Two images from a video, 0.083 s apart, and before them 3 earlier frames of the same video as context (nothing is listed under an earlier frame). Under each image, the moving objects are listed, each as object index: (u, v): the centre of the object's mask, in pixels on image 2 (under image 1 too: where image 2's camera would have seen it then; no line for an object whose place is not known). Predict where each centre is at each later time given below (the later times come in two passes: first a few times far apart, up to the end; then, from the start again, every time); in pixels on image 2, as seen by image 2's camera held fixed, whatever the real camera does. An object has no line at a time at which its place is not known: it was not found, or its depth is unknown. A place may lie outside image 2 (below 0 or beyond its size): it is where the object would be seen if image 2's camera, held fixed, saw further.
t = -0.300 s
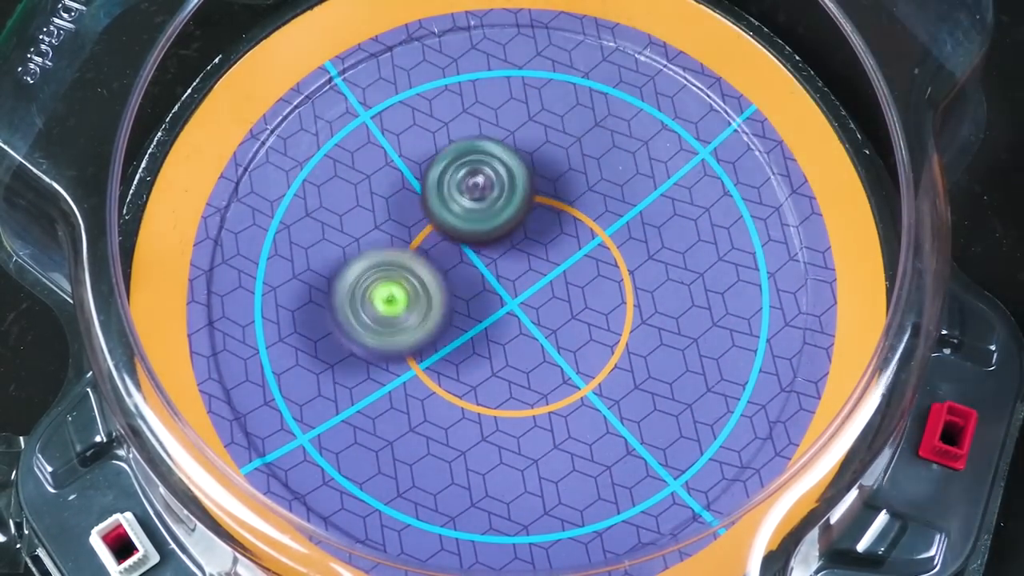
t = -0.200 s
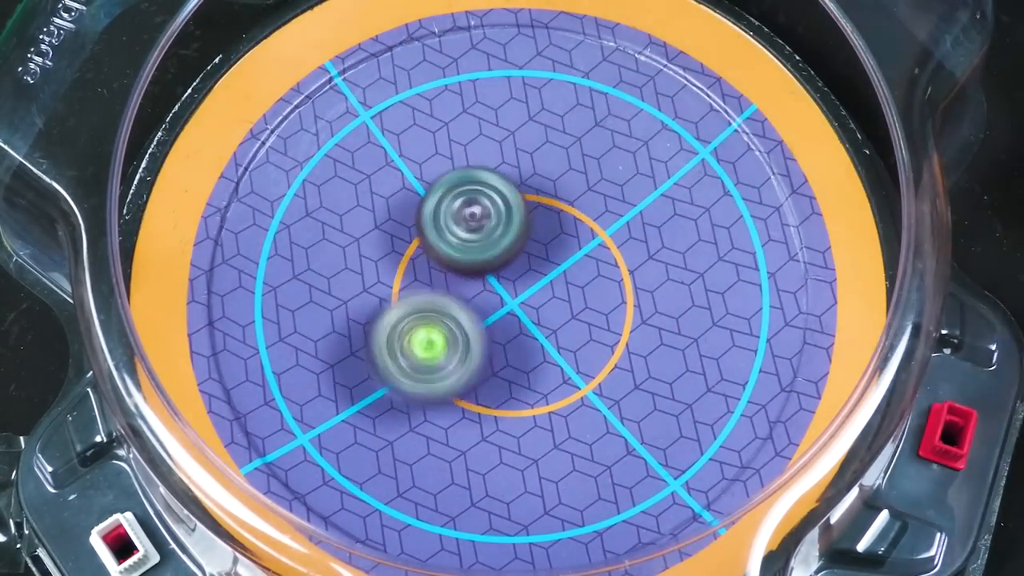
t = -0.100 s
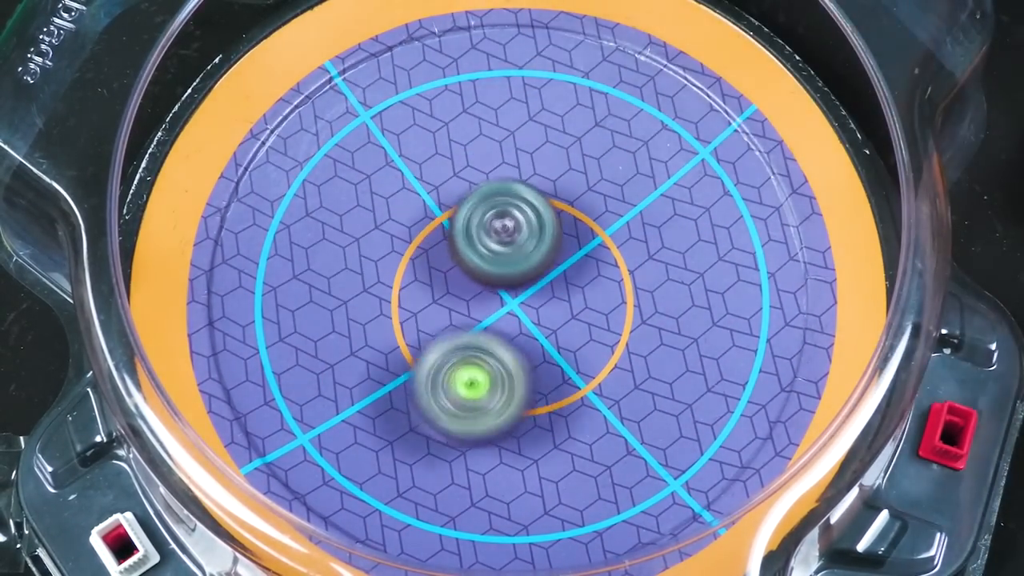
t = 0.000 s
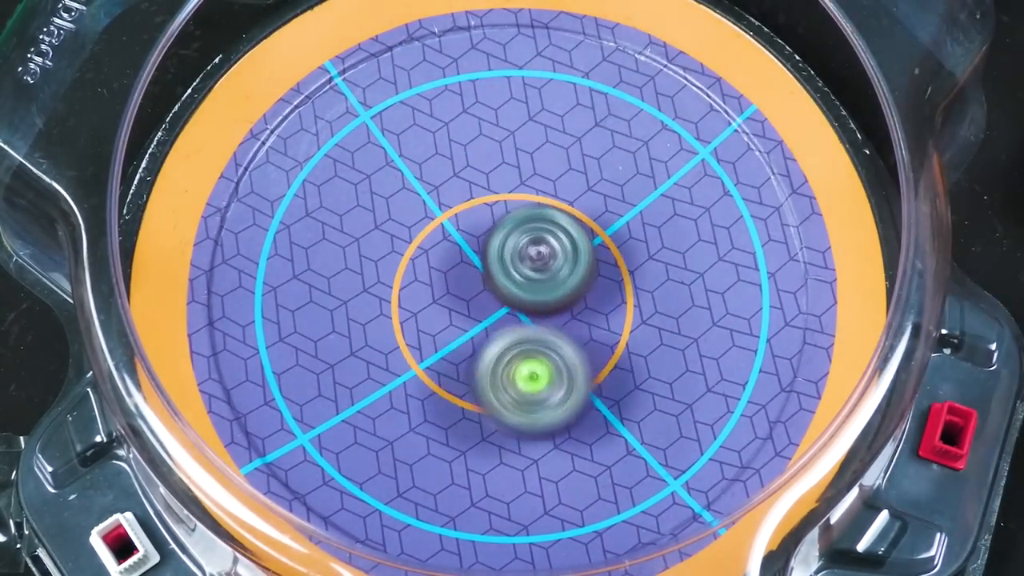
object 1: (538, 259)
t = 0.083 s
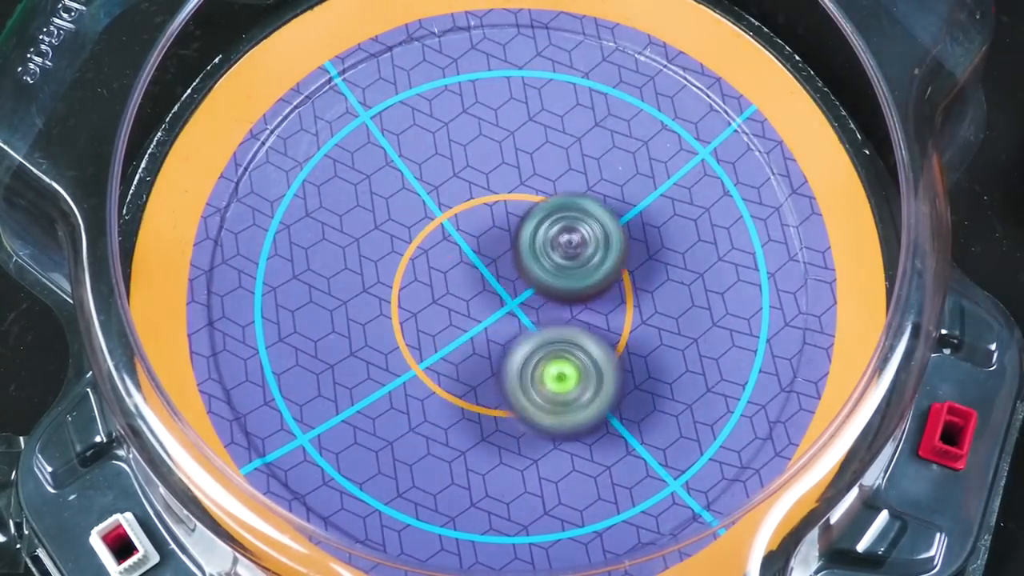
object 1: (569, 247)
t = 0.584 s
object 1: (385, 190)
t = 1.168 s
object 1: (523, 359)
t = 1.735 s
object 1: (541, 315)
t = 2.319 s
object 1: (490, 179)
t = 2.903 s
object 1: (454, 208)
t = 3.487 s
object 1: (489, 167)
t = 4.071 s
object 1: (405, 90)
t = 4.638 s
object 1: (512, 230)
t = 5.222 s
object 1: (614, 270)
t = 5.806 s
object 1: (546, 325)
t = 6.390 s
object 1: (387, 367)
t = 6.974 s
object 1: (400, 208)
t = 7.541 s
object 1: (554, 136)
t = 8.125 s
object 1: (619, 320)
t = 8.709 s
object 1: (454, 379)
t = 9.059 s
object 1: (389, 268)
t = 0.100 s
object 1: (575, 242)
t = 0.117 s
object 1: (579, 237)
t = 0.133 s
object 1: (583, 231)
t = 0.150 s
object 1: (584, 225)
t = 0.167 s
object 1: (586, 219)
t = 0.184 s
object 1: (585, 213)
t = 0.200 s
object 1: (584, 206)
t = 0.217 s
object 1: (581, 200)
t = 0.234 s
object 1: (578, 194)
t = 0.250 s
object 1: (573, 189)
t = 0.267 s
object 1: (567, 184)
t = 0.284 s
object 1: (559, 180)
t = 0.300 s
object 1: (551, 177)
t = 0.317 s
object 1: (541, 174)
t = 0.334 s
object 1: (530, 168)
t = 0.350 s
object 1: (515, 156)
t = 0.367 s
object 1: (501, 147)
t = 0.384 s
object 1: (487, 139)
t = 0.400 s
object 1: (473, 134)
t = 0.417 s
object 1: (460, 129)
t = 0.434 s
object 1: (448, 127)
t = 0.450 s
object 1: (438, 127)
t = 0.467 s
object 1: (426, 129)
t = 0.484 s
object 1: (417, 132)
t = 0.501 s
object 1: (409, 138)
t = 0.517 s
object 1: (402, 146)
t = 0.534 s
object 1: (395, 156)
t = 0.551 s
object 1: (390, 167)
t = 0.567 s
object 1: (387, 179)
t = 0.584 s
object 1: (385, 190)
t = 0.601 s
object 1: (384, 203)
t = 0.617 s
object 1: (385, 214)
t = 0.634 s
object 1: (386, 226)
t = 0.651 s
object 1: (387, 237)
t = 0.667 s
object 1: (381, 243)
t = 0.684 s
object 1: (369, 244)
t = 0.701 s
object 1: (358, 246)
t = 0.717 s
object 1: (348, 250)
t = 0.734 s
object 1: (340, 254)
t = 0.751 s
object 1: (336, 258)
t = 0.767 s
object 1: (333, 264)
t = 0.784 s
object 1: (331, 271)
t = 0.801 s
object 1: (333, 280)
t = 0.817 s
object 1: (336, 289)
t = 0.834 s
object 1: (341, 298)
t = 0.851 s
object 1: (349, 309)
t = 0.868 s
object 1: (357, 318)
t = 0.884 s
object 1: (367, 328)
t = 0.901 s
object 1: (379, 337)
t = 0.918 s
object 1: (390, 345)
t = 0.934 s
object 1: (405, 353)
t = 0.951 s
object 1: (418, 358)
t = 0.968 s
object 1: (433, 363)
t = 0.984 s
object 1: (449, 367)
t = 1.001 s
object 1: (465, 368)
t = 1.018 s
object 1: (480, 368)
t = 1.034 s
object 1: (495, 366)
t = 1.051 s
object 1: (509, 362)
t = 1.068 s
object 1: (522, 357)
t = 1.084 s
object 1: (535, 350)
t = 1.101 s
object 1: (547, 342)
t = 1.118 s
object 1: (554, 336)
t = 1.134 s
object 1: (546, 341)
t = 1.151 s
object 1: (534, 350)
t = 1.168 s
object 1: (523, 359)
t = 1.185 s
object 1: (513, 364)
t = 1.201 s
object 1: (502, 370)
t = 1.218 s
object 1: (493, 373)
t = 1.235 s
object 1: (483, 375)
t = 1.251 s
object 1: (475, 376)
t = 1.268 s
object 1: (469, 375)
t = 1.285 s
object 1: (463, 374)
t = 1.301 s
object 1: (459, 371)
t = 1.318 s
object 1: (456, 367)
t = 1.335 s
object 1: (454, 362)
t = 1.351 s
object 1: (454, 357)
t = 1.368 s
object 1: (455, 353)
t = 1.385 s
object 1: (458, 348)
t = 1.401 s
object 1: (462, 344)
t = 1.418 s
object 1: (465, 341)
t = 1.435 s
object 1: (470, 337)
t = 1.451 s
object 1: (476, 333)
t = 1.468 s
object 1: (481, 329)
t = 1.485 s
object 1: (486, 326)
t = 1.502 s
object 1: (491, 323)
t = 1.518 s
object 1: (497, 321)
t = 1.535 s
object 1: (501, 318)
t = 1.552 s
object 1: (505, 315)
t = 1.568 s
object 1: (509, 314)
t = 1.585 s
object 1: (511, 312)
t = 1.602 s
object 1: (514, 309)
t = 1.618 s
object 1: (516, 308)
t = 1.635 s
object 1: (518, 308)
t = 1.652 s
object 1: (524, 309)
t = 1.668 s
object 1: (528, 311)
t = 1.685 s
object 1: (532, 313)
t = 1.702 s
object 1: (534, 313)
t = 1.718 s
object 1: (537, 314)
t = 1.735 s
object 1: (541, 315)
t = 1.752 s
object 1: (549, 318)
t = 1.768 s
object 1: (555, 319)
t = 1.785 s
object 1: (561, 320)
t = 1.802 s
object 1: (565, 319)
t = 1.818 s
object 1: (569, 318)
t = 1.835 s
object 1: (571, 316)
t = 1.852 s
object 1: (572, 313)
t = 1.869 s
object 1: (572, 309)
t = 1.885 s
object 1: (571, 304)
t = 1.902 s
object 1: (569, 299)
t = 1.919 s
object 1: (566, 295)
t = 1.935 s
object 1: (568, 289)
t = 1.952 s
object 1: (576, 281)
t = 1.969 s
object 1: (583, 273)
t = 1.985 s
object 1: (587, 267)
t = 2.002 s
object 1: (590, 260)
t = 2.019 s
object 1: (592, 254)
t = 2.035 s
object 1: (592, 247)
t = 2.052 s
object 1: (592, 240)
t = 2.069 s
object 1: (591, 233)
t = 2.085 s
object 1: (588, 226)
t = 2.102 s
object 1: (585, 219)
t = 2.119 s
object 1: (579, 211)
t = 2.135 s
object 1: (574, 205)
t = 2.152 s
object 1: (568, 198)
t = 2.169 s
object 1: (562, 192)
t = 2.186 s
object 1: (553, 186)
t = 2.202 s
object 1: (545, 182)
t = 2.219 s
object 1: (538, 178)
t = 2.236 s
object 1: (530, 175)
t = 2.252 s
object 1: (521, 173)
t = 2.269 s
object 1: (513, 172)
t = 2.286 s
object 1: (505, 173)
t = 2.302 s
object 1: (497, 176)
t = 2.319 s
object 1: (490, 179)
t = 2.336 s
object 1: (483, 183)
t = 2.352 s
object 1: (477, 188)
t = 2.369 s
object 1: (471, 192)
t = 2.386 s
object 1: (466, 199)
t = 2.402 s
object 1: (463, 206)
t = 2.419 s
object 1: (460, 212)
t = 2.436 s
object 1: (457, 220)
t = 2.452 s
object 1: (456, 225)
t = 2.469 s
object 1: (454, 220)
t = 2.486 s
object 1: (451, 214)
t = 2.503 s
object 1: (449, 209)
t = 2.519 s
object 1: (448, 205)
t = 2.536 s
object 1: (448, 202)
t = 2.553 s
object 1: (449, 200)
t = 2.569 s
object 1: (450, 199)
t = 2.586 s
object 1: (452, 199)
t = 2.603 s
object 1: (454, 199)
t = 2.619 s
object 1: (457, 201)
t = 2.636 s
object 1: (459, 202)
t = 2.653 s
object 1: (462, 205)
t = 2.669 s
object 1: (464, 207)
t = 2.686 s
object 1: (467, 210)
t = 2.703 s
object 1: (469, 213)
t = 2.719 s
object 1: (471, 216)
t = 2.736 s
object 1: (474, 219)
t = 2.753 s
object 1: (476, 222)
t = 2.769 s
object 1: (479, 226)
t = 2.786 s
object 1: (479, 225)
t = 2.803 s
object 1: (476, 220)
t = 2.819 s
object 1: (474, 215)
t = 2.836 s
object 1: (471, 212)
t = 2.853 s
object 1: (468, 210)
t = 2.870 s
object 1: (464, 208)
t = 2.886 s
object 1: (459, 208)
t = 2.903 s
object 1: (454, 208)
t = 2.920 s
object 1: (449, 209)
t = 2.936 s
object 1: (445, 210)
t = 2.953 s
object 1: (440, 211)
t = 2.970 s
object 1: (437, 213)
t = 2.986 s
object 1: (433, 216)
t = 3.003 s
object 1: (429, 218)
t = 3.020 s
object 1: (427, 221)
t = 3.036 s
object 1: (424, 222)
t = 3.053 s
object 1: (422, 224)
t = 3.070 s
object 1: (420, 226)
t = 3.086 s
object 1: (420, 226)
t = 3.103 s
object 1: (420, 227)
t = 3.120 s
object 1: (421, 227)
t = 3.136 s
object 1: (424, 227)
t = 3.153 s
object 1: (427, 226)
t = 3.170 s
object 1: (432, 226)
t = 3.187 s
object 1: (438, 225)
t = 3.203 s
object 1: (445, 225)
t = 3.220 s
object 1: (446, 220)
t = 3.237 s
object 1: (445, 215)
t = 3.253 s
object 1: (445, 210)
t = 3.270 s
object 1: (446, 206)
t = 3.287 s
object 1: (448, 202)
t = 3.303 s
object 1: (451, 199)
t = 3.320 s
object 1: (455, 196)
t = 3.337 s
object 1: (459, 195)
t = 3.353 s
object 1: (465, 195)
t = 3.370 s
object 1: (471, 195)
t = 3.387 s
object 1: (477, 197)
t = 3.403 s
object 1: (483, 201)
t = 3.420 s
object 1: (488, 205)
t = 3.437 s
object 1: (493, 210)
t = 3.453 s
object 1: (495, 212)
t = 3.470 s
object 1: (493, 192)
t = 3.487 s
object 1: (489, 167)
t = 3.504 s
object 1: (484, 146)
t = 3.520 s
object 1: (481, 128)
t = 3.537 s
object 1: (478, 111)
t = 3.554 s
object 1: (475, 95)
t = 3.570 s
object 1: (472, 83)
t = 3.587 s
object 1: (469, 73)
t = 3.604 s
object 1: (466, 65)
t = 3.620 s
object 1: (463, 59)
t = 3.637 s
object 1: (460, 56)
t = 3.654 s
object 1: (456, 55)
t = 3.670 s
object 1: (452, 54)
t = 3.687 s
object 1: (449, 55)
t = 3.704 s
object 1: (444, 56)
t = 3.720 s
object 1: (440, 58)
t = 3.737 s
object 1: (436, 61)
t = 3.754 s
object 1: (432, 64)
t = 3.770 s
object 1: (427, 68)
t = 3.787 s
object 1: (423, 72)
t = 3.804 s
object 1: (419, 76)
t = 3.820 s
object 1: (416, 81)
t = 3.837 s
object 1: (414, 87)
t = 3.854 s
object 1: (412, 93)
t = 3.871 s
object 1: (412, 99)
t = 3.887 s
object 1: (412, 106)
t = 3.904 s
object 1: (412, 112)
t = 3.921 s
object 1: (414, 120)
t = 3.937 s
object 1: (415, 127)
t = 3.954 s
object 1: (417, 135)
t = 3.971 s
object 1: (419, 142)
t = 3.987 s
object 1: (422, 150)
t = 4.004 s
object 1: (425, 154)
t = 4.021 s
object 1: (419, 139)
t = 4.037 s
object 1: (413, 120)
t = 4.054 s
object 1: (408, 104)
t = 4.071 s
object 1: (405, 90)
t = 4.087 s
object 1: (402, 80)
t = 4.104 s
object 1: (400, 73)
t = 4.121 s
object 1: (400, 69)
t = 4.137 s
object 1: (400, 66)
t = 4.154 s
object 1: (401, 65)
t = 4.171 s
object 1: (403, 67)
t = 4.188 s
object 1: (408, 70)
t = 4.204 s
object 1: (410, 73)
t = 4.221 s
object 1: (412, 78)
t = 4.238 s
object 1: (414, 84)
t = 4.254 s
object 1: (417, 90)
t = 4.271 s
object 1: (420, 97)
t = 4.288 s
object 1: (423, 104)
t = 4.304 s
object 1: (427, 112)
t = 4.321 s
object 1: (430, 118)
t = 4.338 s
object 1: (433, 125)
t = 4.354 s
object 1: (436, 133)
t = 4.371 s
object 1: (440, 142)
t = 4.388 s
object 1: (444, 150)
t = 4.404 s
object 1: (448, 159)
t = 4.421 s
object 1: (452, 167)
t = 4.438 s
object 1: (457, 174)
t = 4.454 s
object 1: (461, 181)
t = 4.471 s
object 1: (464, 188)
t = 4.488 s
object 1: (468, 194)
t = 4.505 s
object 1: (471, 200)
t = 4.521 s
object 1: (477, 207)
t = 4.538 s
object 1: (481, 212)
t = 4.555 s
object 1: (486, 216)
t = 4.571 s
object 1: (491, 219)
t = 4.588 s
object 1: (497, 222)
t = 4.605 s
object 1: (502, 225)
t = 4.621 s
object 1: (507, 227)
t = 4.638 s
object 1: (512, 230)
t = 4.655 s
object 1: (518, 232)
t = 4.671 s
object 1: (523, 233)
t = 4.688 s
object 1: (529, 235)
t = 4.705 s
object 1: (534, 237)
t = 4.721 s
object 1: (541, 240)
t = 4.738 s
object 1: (546, 242)
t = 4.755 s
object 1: (551, 244)
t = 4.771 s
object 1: (555, 246)
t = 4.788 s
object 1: (562, 246)
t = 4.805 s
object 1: (572, 243)
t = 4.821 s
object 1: (581, 242)
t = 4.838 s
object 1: (588, 243)
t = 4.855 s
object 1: (594, 244)
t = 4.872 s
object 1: (599, 246)
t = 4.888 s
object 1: (604, 248)
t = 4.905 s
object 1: (607, 250)
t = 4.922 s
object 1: (609, 251)
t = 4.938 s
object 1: (610, 253)
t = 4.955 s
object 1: (611, 254)
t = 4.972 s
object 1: (612, 256)
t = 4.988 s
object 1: (612, 257)
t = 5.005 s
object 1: (612, 257)
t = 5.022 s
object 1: (612, 257)
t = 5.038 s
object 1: (611, 257)
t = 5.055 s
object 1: (611, 258)
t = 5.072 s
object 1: (610, 258)
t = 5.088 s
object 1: (611, 258)
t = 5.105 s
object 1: (611, 258)
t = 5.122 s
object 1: (611, 258)
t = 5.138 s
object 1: (611, 258)
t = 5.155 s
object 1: (611, 259)
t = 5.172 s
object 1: (612, 261)
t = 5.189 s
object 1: (613, 263)
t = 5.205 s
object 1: (614, 266)
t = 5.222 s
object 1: (614, 270)
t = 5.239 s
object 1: (613, 273)
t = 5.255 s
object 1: (611, 276)
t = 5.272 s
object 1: (610, 278)
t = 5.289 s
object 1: (608, 279)
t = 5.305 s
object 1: (606, 281)
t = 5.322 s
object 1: (604, 283)
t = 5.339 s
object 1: (601, 283)
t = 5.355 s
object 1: (599, 284)
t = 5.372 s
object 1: (598, 285)
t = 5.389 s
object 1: (596, 285)
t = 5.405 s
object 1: (594, 286)
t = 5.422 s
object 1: (593, 287)
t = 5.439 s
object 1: (592, 289)
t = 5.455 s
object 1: (595, 295)
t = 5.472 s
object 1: (596, 300)
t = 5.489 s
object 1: (595, 306)
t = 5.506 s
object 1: (594, 310)
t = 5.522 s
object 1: (591, 313)
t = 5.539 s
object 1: (589, 317)
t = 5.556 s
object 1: (587, 319)
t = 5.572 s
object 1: (583, 320)
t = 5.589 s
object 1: (580, 322)
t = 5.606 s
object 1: (576, 323)
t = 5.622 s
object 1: (574, 324)
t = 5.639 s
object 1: (570, 323)
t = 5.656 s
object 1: (567, 323)
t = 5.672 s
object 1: (563, 323)
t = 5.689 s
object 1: (560, 323)
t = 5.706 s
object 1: (558, 323)
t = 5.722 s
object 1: (555, 323)
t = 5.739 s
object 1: (553, 323)
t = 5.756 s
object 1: (552, 323)
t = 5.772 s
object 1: (550, 323)
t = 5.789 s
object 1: (549, 324)
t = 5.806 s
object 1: (546, 325)
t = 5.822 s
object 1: (544, 326)
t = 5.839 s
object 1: (540, 327)
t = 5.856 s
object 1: (537, 330)
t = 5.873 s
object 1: (533, 331)
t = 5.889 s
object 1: (529, 333)
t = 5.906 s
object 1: (525, 335)
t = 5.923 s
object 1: (522, 335)
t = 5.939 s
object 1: (519, 335)
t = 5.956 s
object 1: (516, 337)
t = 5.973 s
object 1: (512, 338)
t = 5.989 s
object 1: (508, 340)
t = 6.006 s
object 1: (505, 340)
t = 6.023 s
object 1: (503, 339)
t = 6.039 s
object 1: (500, 339)
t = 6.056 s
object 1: (497, 340)
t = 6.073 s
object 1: (495, 340)
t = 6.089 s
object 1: (493, 341)
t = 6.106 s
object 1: (491, 341)
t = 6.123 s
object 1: (489, 340)
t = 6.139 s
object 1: (487, 341)
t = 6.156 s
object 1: (480, 343)
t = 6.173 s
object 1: (466, 354)
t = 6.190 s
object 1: (452, 364)
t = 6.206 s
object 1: (437, 370)
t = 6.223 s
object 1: (425, 375)
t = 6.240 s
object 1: (417, 378)
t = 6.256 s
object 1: (409, 378)
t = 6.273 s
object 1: (403, 378)
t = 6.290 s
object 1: (399, 378)
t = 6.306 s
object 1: (396, 377)
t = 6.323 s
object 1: (393, 375)
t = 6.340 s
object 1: (391, 373)
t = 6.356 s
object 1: (390, 371)
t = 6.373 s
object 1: (389, 370)
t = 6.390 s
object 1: (387, 367)
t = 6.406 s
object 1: (386, 365)
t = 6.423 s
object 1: (385, 363)
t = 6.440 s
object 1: (385, 360)
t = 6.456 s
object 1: (384, 356)
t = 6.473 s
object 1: (383, 354)
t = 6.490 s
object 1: (383, 351)
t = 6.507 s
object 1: (383, 347)
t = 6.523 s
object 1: (383, 343)
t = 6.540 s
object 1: (384, 340)
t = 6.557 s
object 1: (385, 336)
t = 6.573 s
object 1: (386, 331)
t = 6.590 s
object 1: (386, 328)
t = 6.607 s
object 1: (387, 324)
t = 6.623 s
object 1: (389, 319)
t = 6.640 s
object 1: (389, 314)
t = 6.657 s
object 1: (390, 312)
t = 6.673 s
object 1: (392, 306)
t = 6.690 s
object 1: (393, 302)
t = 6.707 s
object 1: (394, 298)
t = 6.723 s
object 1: (396, 294)
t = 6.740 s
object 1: (398, 289)
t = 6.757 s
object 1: (399, 285)
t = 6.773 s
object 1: (402, 281)
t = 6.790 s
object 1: (404, 276)
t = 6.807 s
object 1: (407, 271)
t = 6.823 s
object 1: (409, 268)
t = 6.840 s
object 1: (412, 263)
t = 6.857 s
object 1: (415, 259)
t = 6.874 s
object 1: (415, 255)
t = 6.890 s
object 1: (413, 246)
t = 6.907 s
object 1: (405, 236)
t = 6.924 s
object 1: (400, 227)
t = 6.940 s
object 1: (400, 221)
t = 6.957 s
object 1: (400, 214)
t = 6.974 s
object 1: (400, 208)
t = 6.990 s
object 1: (402, 204)
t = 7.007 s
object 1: (405, 200)
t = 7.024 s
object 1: (407, 196)
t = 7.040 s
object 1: (410, 195)
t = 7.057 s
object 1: (413, 192)
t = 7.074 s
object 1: (414, 188)
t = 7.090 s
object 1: (417, 187)
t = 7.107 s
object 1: (421, 184)
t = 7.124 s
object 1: (424, 181)
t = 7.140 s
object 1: (427, 180)
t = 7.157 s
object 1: (432, 177)
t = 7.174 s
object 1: (436, 174)
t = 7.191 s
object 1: (439, 174)
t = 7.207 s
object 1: (444, 172)
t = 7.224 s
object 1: (448, 170)
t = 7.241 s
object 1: (452, 170)
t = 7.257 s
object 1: (457, 170)
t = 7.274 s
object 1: (462, 168)
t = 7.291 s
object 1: (465, 169)
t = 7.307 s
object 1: (471, 169)
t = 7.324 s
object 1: (476, 168)
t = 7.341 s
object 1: (480, 169)
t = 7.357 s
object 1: (485, 170)
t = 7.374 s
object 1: (491, 169)
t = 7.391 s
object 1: (495, 171)
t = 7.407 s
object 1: (501, 172)
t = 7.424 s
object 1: (505, 172)
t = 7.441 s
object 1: (510, 174)
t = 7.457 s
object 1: (516, 173)
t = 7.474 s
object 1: (522, 165)
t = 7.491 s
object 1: (529, 156)
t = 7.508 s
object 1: (537, 147)
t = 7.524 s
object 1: (545, 141)
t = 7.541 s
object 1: (554, 136)
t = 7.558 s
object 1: (561, 134)
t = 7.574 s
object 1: (567, 133)
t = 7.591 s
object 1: (573, 133)
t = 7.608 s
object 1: (577, 134)
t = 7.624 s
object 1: (582, 135)
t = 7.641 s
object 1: (587, 138)
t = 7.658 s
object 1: (591, 141)
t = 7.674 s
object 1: (595, 144)
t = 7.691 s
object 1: (599, 147)
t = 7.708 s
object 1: (602, 150)
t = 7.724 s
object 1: (606, 154)
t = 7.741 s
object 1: (611, 159)
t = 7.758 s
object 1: (614, 163)
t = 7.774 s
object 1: (617, 170)
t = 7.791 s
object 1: (620, 174)
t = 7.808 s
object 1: (622, 180)
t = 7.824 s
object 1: (625, 186)
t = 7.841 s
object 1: (627, 192)
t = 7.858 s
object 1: (630, 198)
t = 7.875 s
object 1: (632, 204)
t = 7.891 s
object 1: (632, 212)
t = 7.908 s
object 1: (635, 218)
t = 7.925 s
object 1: (634, 225)
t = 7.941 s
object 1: (635, 233)
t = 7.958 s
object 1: (636, 239)
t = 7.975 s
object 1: (635, 249)
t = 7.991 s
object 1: (635, 255)
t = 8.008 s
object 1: (633, 263)
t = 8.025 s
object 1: (633, 272)
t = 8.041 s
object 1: (630, 280)
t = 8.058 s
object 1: (628, 289)
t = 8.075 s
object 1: (627, 296)
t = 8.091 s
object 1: (623, 305)
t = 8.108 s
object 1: (621, 313)
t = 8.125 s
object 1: (619, 320)
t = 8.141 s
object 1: (619, 328)
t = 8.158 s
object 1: (621, 334)
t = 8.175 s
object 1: (618, 341)
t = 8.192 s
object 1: (618, 347)
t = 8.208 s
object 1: (615, 353)
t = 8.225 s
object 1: (613, 360)
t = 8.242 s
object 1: (611, 364)
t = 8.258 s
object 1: (607, 370)
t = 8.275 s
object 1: (603, 374)
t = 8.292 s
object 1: (598, 379)
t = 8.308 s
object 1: (594, 381)
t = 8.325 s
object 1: (589, 385)
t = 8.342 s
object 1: (584, 388)
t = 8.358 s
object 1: (578, 391)
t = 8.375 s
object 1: (572, 394)
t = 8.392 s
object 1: (568, 396)
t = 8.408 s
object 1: (561, 399)
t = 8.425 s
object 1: (557, 400)
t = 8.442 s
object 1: (549, 401)
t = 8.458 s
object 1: (543, 401)
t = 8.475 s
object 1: (536, 402)
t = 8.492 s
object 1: (531, 402)
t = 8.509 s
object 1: (525, 402)
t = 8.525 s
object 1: (518, 402)
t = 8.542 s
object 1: (513, 402)
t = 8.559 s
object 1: (505, 400)
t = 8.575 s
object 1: (500, 399)
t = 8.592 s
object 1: (493, 398)
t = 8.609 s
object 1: (488, 396)
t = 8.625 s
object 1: (482, 394)
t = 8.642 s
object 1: (477, 392)
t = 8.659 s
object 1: (472, 388)
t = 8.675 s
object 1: (465, 386)
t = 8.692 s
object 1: (460, 382)
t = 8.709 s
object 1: (454, 379)
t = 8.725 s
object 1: (450, 376)
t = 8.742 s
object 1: (444, 372)
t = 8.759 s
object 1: (439, 368)
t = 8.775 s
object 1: (434, 362)
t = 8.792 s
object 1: (431, 358)
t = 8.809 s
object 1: (425, 353)
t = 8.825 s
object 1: (421, 349)
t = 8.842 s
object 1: (417, 344)
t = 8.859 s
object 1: (412, 339)
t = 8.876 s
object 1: (409, 333)
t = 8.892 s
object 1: (405, 327)
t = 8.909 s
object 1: (403, 321)
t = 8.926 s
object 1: (398, 317)
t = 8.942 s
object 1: (398, 310)
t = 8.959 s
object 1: (395, 303)
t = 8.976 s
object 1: (394, 299)
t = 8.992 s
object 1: (392, 291)
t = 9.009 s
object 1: (391, 286)
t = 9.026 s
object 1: (389, 279)
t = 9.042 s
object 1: (390, 275)
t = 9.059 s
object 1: (389, 268)
